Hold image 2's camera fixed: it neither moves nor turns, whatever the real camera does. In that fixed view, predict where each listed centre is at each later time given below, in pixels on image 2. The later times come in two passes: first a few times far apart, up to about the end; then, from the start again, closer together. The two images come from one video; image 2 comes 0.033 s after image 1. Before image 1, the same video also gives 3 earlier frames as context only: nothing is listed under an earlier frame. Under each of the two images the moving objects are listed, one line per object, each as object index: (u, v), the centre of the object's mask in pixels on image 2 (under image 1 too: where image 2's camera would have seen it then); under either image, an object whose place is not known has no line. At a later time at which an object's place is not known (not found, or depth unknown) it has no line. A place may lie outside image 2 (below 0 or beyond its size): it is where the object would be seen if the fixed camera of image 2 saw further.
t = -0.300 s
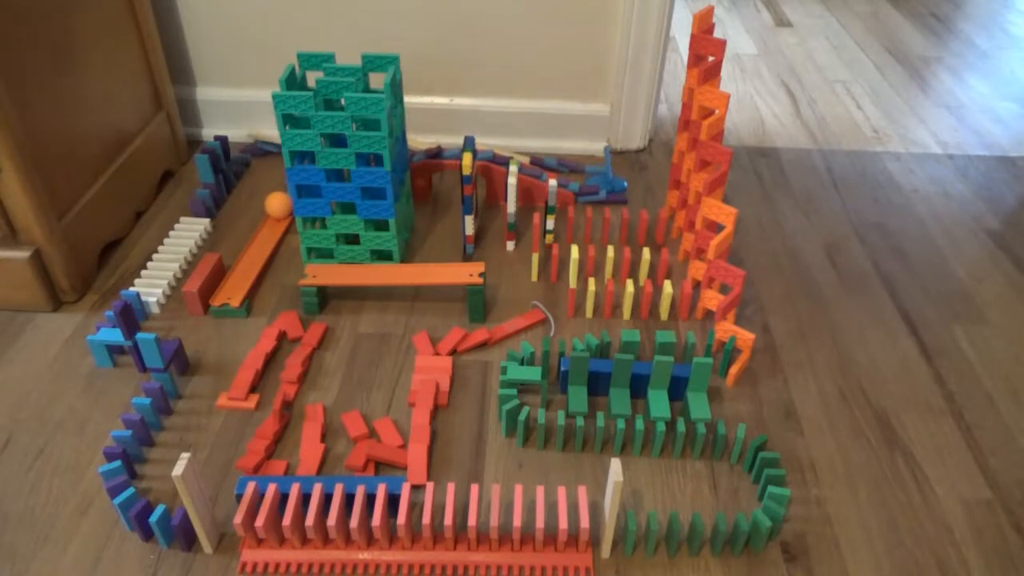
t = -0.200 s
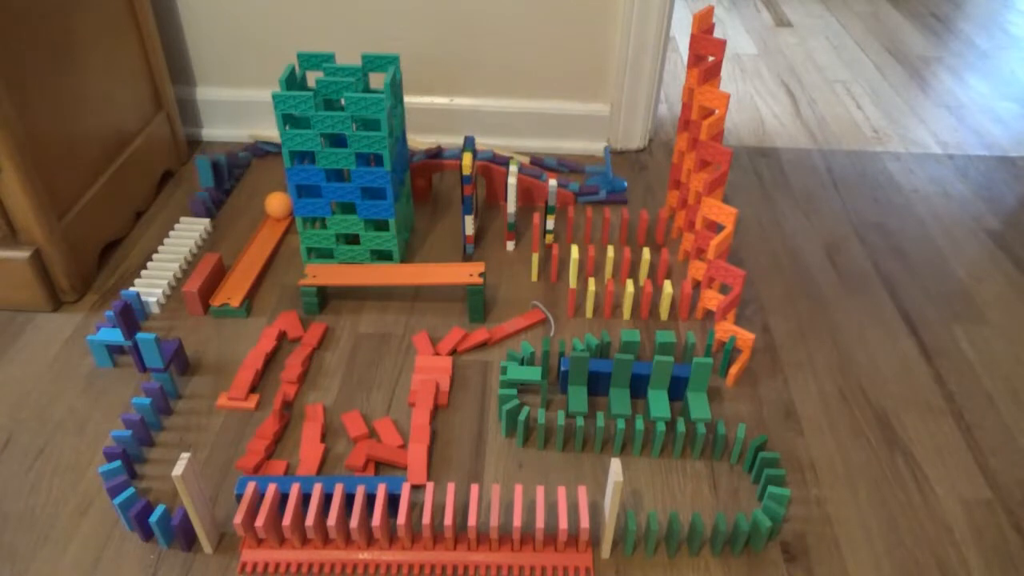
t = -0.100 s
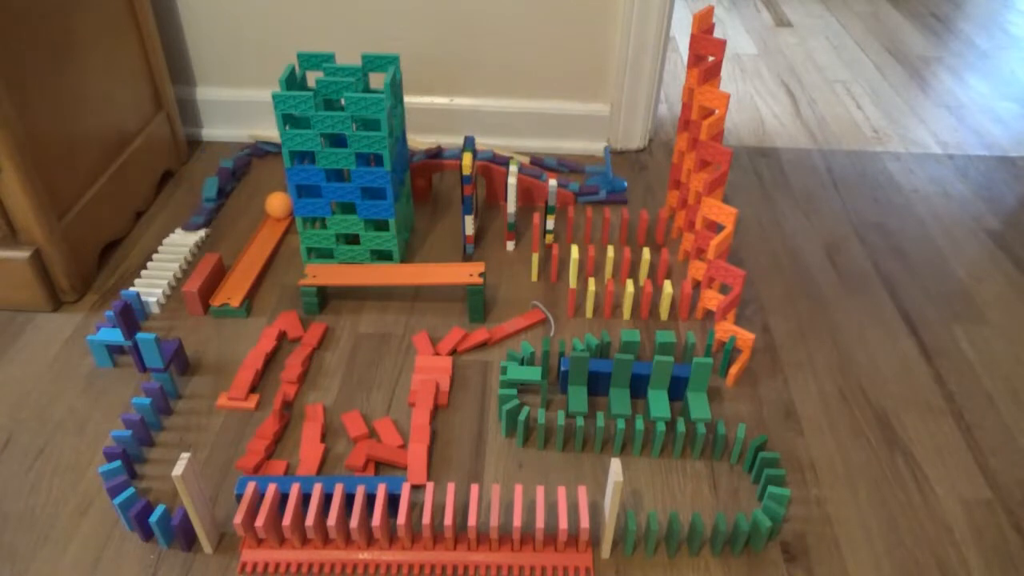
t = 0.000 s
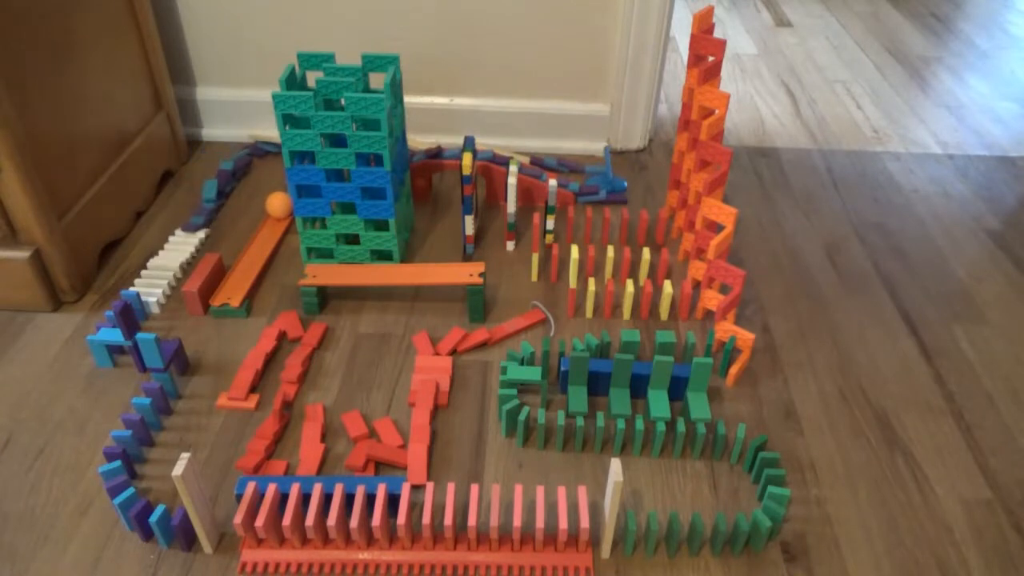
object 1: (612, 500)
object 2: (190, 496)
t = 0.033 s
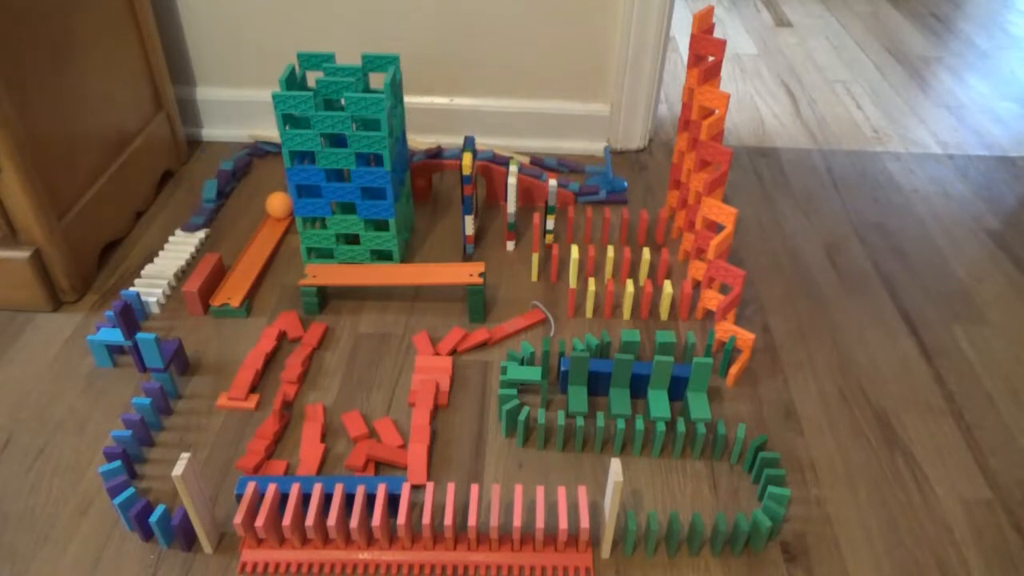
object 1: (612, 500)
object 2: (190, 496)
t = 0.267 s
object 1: (612, 500)
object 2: (190, 496)
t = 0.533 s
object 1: (612, 500)
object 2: (190, 496)
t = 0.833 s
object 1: (612, 500)
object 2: (190, 496)
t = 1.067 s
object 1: (612, 500)
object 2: (190, 496)
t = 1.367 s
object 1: (612, 500)
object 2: (207, 497)
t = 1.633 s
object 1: (612, 500)
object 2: (251, 512)
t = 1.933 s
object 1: (612, 500)
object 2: (251, 512)
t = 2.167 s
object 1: (612, 500)
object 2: (251, 512)
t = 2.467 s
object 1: (612, 500)
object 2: (252, 512)
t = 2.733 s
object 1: (620, 498)
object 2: (252, 512)
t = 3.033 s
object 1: (673, 533)
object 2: (252, 512)
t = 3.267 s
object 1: (668, 535)
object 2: (252, 512)
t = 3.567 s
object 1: (666, 535)
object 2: (252, 512)
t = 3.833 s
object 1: (666, 535)
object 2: (252, 512)
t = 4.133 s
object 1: (666, 535)
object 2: (252, 512)
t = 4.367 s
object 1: (666, 535)
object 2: (252, 512)
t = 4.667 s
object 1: (666, 535)
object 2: (252, 512)
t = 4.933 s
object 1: (666, 535)
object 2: (252, 512)
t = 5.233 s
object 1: (666, 535)
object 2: (252, 512)
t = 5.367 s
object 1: (666, 535)
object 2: (252, 512)
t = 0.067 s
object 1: (612, 500)
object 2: (190, 496)
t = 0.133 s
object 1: (612, 500)
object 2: (190, 496)
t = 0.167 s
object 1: (612, 500)
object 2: (190, 496)
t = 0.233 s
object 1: (612, 500)
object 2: (190, 496)
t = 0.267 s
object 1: (612, 500)
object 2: (190, 496)
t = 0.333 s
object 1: (612, 500)
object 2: (190, 496)
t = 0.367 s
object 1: (612, 500)
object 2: (190, 496)
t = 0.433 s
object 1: (612, 500)
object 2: (190, 496)
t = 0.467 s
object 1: (612, 500)
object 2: (190, 496)
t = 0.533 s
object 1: (612, 500)
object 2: (190, 496)
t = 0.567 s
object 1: (612, 500)
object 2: (190, 496)
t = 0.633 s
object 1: (612, 500)
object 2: (190, 496)
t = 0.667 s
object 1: (612, 500)
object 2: (190, 496)
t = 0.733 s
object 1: (612, 500)
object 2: (190, 496)
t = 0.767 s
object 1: (612, 500)
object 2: (190, 496)
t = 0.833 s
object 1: (612, 500)
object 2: (190, 496)
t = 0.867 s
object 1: (612, 500)
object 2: (190, 496)
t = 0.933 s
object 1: (612, 500)
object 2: (190, 496)
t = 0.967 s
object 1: (612, 500)
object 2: (190, 496)
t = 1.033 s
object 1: (612, 500)
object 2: (190, 496)
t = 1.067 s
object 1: (612, 500)
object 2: (190, 496)
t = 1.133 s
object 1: (612, 500)
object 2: (190, 496)
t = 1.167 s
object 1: (612, 500)
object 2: (190, 496)
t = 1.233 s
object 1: (612, 500)
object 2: (190, 496)
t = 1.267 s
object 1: (612, 500)
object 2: (190, 496)
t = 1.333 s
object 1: (612, 500)
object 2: (199, 497)
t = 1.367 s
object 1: (612, 500)
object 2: (207, 497)
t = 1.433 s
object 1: (612, 500)
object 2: (236, 503)
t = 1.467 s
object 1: (612, 500)
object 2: (248, 509)
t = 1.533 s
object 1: (612, 500)
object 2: (251, 512)
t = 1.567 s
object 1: (612, 500)
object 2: (251, 512)
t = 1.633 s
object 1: (612, 500)
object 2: (251, 512)
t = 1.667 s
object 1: (612, 500)
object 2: (251, 512)
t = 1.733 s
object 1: (612, 500)
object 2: (251, 512)
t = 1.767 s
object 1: (612, 500)
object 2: (251, 512)
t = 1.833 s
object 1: (612, 500)
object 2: (251, 512)
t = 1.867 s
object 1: (612, 500)
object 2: (251, 512)
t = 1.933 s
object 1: (612, 500)
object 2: (251, 512)
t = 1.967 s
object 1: (612, 500)
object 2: (251, 512)
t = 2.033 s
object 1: (612, 500)
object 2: (251, 512)
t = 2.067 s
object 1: (612, 500)
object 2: (251, 512)
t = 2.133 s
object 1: (612, 500)
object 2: (252, 512)
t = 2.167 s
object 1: (612, 500)
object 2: (251, 512)
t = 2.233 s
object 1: (612, 500)
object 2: (252, 512)
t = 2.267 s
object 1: (612, 500)
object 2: (251, 512)
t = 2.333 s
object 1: (612, 500)
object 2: (252, 512)
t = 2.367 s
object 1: (612, 500)
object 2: (252, 512)
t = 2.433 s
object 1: (612, 500)
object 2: (252, 512)
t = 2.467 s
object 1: (612, 500)
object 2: (252, 512)
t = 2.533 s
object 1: (612, 500)
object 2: (252, 512)
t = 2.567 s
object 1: (612, 500)
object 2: (252, 512)
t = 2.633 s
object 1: (613, 499)
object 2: (252, 512)
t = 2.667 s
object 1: (614, 499)
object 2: (252, 512)
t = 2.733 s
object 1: (620, 498)
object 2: (252, 512)
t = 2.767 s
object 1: (625, 498)
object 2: (252, 512)
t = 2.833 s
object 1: (638, 503)
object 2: (252, 512)
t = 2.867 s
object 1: (648, 505)
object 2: (252, 512)
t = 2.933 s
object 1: (664, 520)
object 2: (252, 512)
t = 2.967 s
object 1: (670, 528)
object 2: (252, 512)
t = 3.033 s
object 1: (673, 533)
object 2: (252, 512)
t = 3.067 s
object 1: (673, 533)
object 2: (252, 512)
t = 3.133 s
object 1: (671, 534)
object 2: (252, 512)
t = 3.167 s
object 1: (670, 534)
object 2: (252, 512)
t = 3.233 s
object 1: (668, 534)
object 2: (252, 512)
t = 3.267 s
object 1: (668, 535)
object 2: (252, 512)
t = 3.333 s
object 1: (667, 535)
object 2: (252, 512)
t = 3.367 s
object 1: (666, 535)
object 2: (252, 512)
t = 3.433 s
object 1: (666, 535)
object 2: (252, 512)
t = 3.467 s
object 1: (666, 535)
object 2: (252, 512)
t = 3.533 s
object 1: (666, 535)
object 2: (252, 512)
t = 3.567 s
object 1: (666, 535)
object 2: (252, 512)
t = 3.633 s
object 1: (666, 535)
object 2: (252, 512)
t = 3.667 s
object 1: (666, 535)
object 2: (252, 512)
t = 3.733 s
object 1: (666, 535)
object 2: (252, 512)
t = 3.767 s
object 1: (666, 535)
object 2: (252, 512)
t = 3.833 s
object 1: (666, 535)
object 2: (252, 512)
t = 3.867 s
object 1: (666, 535)
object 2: (252, 512)
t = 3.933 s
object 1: (666, 535)
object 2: (252, 512)
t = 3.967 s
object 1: (666, 535)
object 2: (252, 512)
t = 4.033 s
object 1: (666, 535)
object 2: (252, 512)
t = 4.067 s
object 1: (666, 535)
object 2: (252, 512)
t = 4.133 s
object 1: (666, 535)
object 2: (252, 512)
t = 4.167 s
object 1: (666, 535)
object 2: (252, 512)
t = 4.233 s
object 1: (666, 535)
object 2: (252, 512)
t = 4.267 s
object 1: (666, 535)
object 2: (252, 512)
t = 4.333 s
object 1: (666, 535)
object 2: (252, 512)
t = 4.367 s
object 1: (666, 535)
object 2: (252, 512)
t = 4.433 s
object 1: (666, 535)
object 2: (252, 512)
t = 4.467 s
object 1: (666, 535)
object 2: (252, 512)
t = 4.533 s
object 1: (666, 535)
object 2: (252, 512)
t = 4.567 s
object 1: (666, 535)
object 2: (252, 512)
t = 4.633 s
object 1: (666, 535)
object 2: (252, 512)
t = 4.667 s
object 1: (666, 535)
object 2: (252, 512)
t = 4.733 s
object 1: (666, 535)
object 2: (252, 512)
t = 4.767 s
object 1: (666, 535)
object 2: (252, 512)
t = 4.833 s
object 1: (666, 535)
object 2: (252, 512)
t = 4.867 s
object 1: (666, 535)
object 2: (252, 512)
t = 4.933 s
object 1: (666, 535)
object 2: (252, 512)
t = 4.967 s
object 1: (666, 535)
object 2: (252, 512)
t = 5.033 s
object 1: (666, 535)
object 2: (252, 512)
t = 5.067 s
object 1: (666, 535)
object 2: (252, 512)
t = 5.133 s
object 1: (666, 535)
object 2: (252, 512)
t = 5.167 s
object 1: (666, 535)
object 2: (252, 512)
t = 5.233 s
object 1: (666, 535)
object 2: (252, 512)
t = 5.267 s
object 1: (666, 535)
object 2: (252, 512)
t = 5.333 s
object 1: (666, 535)
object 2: (252, 512)
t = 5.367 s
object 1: (666, 535)
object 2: (252, 512)
